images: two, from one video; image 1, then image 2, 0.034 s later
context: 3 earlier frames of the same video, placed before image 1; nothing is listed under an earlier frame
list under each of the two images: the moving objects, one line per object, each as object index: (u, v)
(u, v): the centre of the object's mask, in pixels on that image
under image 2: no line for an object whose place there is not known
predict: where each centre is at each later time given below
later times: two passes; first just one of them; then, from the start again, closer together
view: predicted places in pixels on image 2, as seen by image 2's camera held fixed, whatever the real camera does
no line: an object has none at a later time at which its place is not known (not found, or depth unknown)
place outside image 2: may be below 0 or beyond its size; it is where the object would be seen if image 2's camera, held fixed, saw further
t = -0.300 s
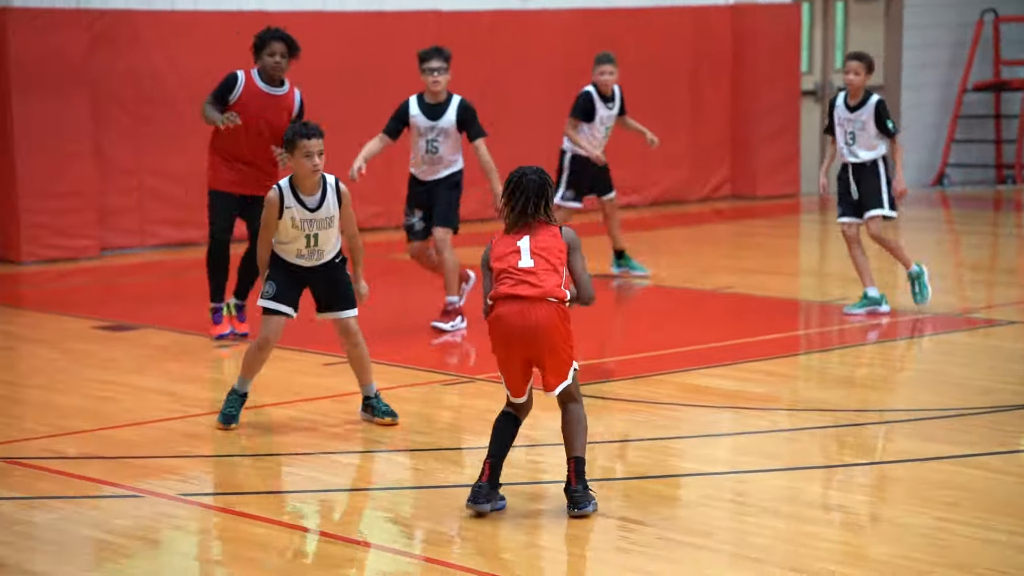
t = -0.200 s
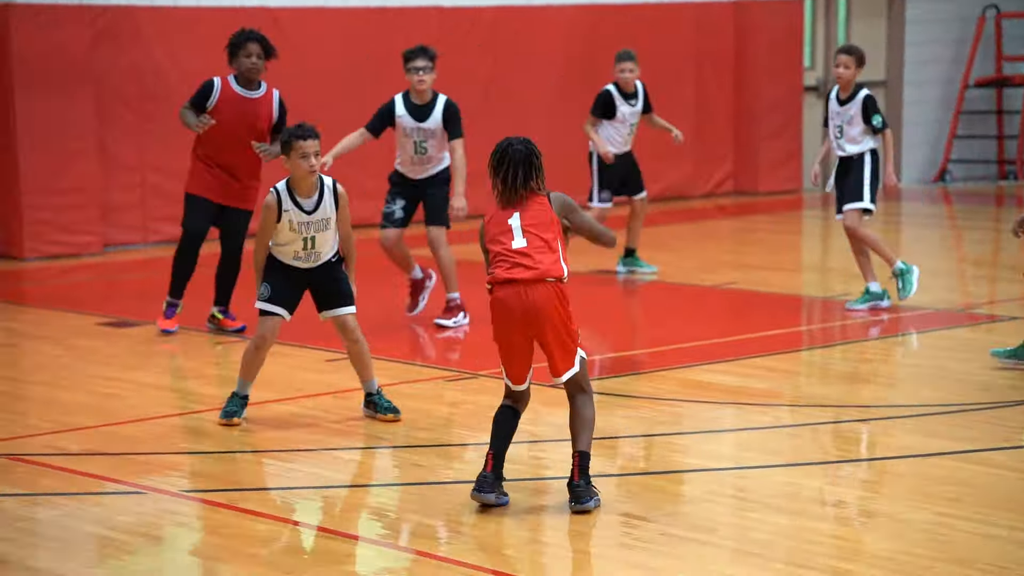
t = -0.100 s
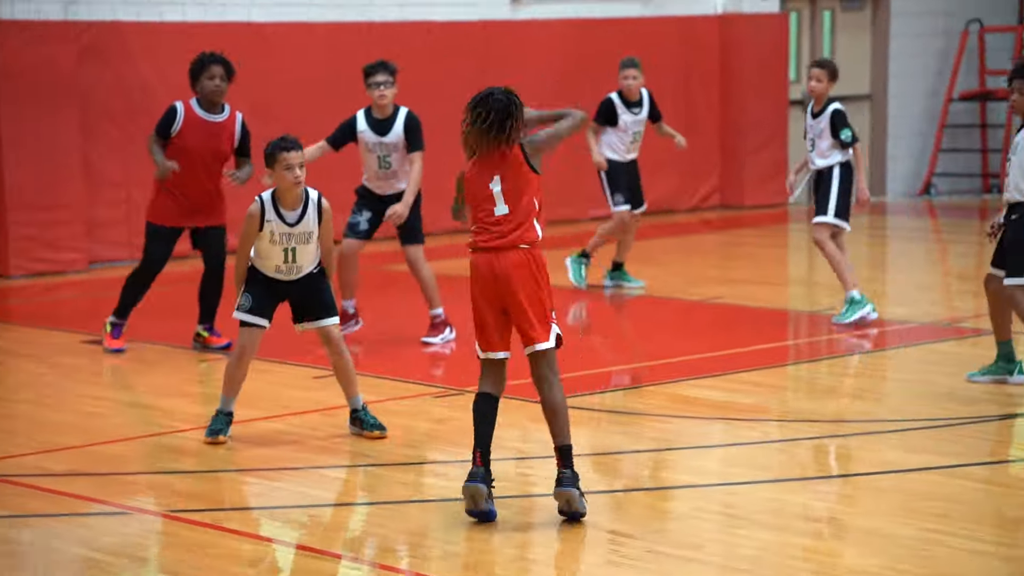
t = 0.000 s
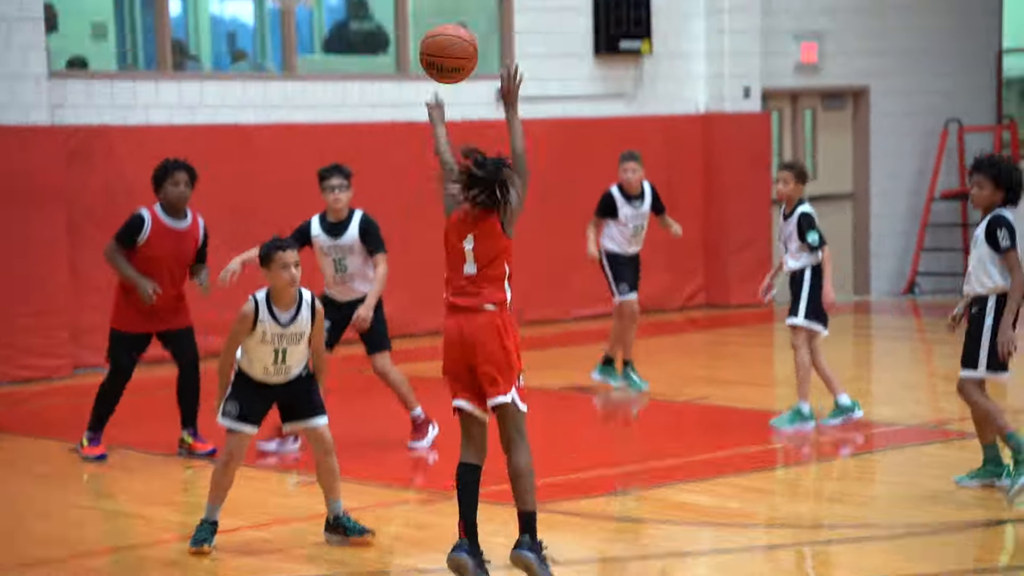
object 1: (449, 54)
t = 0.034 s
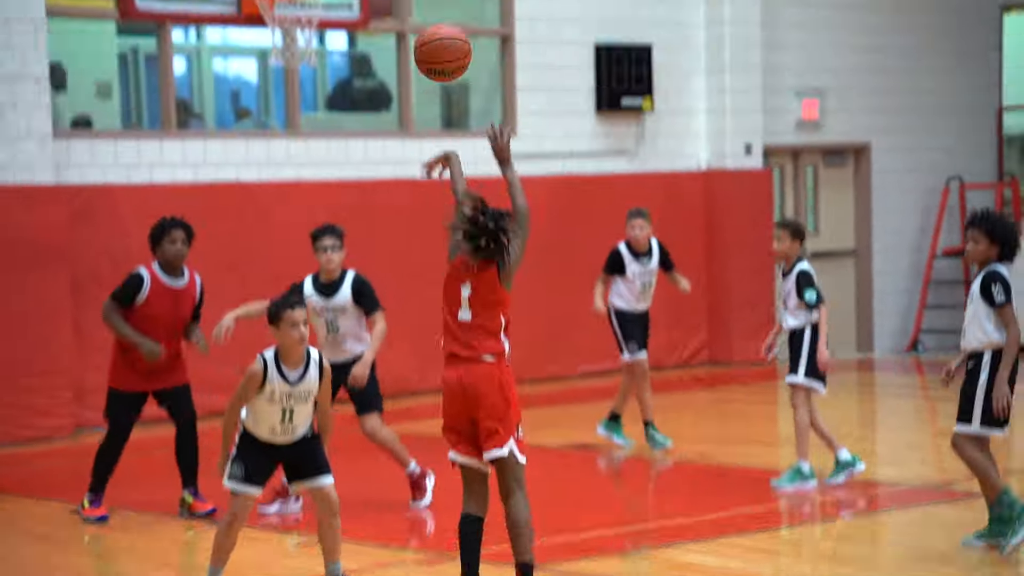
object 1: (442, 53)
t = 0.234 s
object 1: (396, -214)
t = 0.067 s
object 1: (433, -5)
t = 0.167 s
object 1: (409, -141)
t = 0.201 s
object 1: (401, -180)
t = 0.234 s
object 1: (396, -214)
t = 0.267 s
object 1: (390, -242)
